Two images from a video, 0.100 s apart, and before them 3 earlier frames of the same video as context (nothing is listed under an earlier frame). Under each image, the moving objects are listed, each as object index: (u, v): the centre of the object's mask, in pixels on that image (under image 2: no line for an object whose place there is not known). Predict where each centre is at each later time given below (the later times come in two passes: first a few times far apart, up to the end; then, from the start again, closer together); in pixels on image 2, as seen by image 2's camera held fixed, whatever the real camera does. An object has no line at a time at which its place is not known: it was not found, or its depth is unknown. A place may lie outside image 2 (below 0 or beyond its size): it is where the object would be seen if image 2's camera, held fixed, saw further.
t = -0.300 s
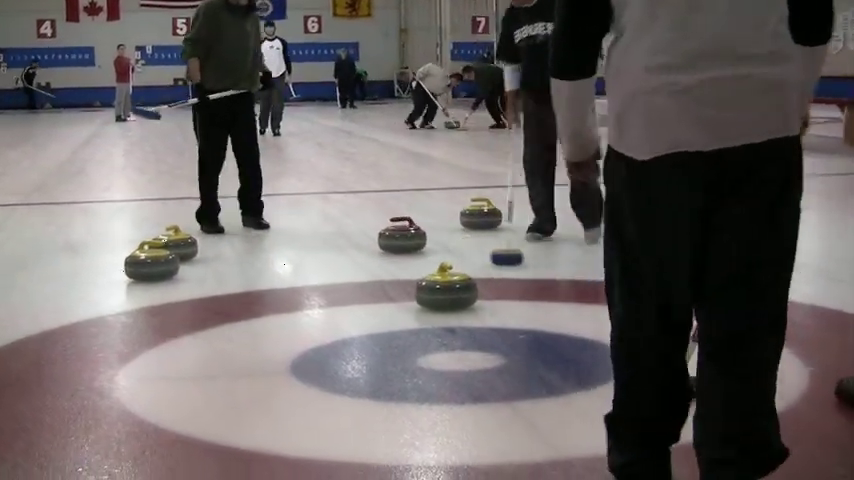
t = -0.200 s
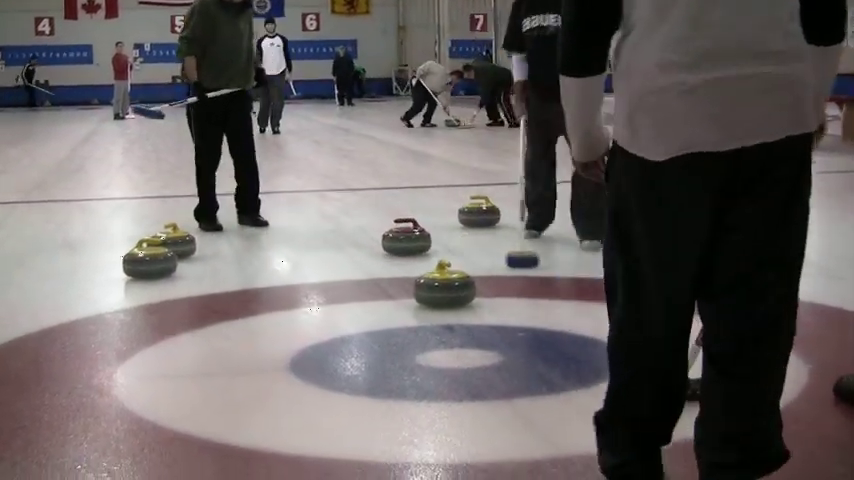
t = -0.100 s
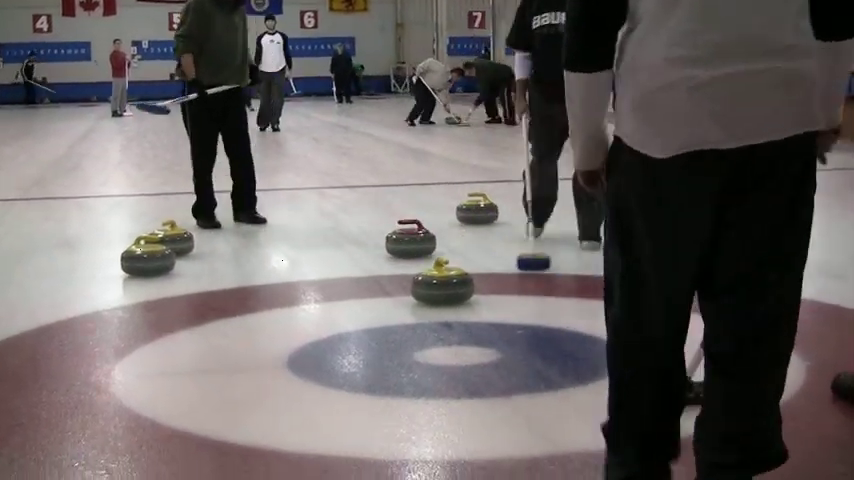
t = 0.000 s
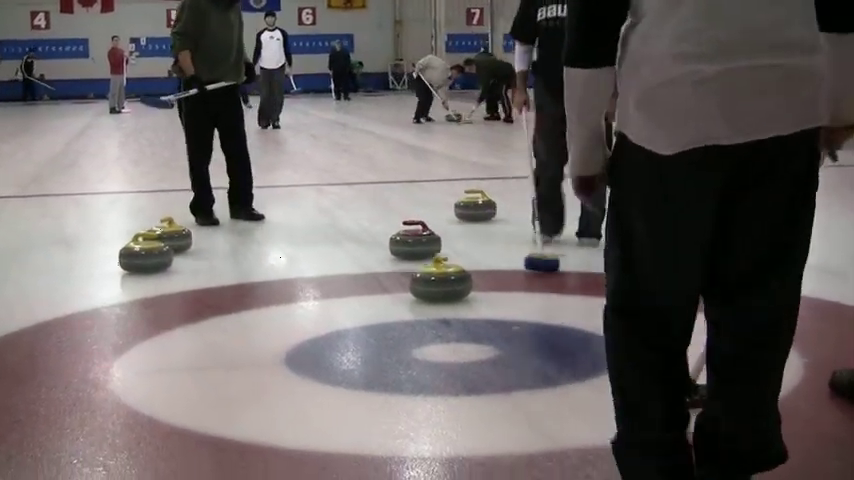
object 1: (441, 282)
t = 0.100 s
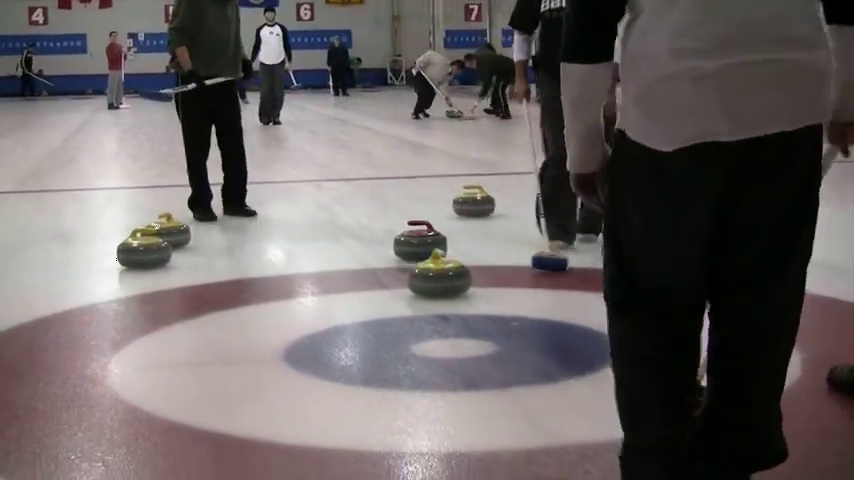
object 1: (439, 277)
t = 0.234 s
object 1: (439, 277)
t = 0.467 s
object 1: (439, 276)
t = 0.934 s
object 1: (417, 309)
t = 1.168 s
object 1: (403, 329)
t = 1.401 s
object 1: (387, 352)
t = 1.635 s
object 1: (367, 378)
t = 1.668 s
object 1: (364, 382)
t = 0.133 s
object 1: (439, 277)
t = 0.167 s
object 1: (439, 277)
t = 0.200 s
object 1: (439, 277)
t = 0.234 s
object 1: (439, 277)
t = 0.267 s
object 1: (439, 277)
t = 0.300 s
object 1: (439, 277)
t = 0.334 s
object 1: (439, 277)
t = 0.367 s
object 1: (439, 277)
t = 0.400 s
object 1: (439, 277)
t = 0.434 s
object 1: (439, 276)
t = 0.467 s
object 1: (439, 276)
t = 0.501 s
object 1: (438, 277)
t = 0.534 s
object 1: (437, 280)
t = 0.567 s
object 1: (435, 283)
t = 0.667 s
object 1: (430, 289)
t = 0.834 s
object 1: (422, 302)
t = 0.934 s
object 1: (417, 309)
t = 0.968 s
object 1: (415, 312)
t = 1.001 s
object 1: (413, 315)
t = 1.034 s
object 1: (411, 317)
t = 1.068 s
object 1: (409, 320)
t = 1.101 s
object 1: (407, 323)
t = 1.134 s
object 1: (405, 326)
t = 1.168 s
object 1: (403, 329)
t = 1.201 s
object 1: (401, 332)
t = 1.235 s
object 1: (398, 335)
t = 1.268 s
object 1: (396, 338)
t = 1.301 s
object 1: (394, 342)
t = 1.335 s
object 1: (392, 345)
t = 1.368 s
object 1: (389, 348)
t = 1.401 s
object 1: (387, 352)
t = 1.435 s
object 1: (384, 355)
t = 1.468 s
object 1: (382, 359)
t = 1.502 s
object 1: (379, 362)
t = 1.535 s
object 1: (376, 366)
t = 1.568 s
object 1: (373, 370)
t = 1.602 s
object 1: (370, 374)
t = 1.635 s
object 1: (367, 378)
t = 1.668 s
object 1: (364, 382)
